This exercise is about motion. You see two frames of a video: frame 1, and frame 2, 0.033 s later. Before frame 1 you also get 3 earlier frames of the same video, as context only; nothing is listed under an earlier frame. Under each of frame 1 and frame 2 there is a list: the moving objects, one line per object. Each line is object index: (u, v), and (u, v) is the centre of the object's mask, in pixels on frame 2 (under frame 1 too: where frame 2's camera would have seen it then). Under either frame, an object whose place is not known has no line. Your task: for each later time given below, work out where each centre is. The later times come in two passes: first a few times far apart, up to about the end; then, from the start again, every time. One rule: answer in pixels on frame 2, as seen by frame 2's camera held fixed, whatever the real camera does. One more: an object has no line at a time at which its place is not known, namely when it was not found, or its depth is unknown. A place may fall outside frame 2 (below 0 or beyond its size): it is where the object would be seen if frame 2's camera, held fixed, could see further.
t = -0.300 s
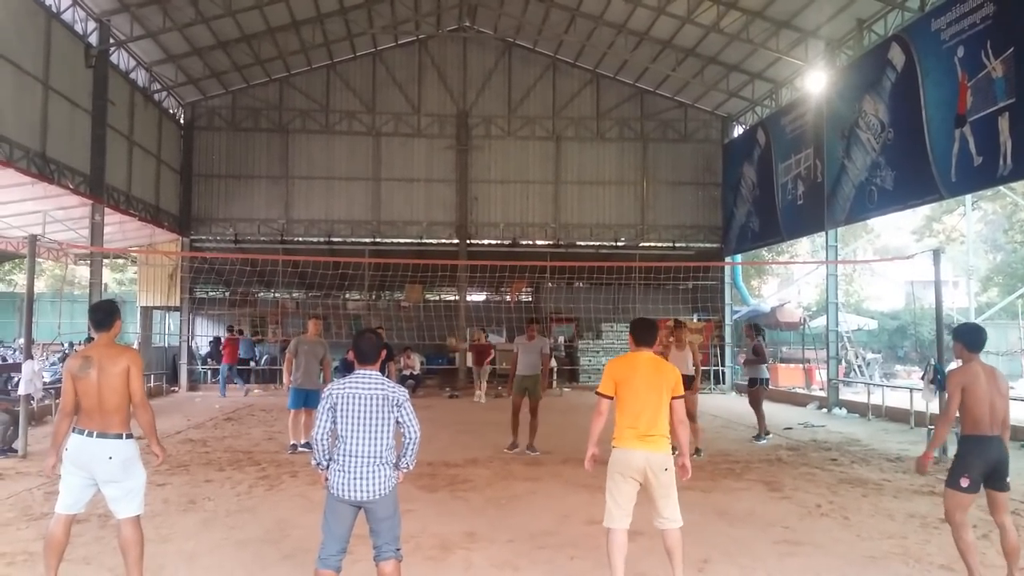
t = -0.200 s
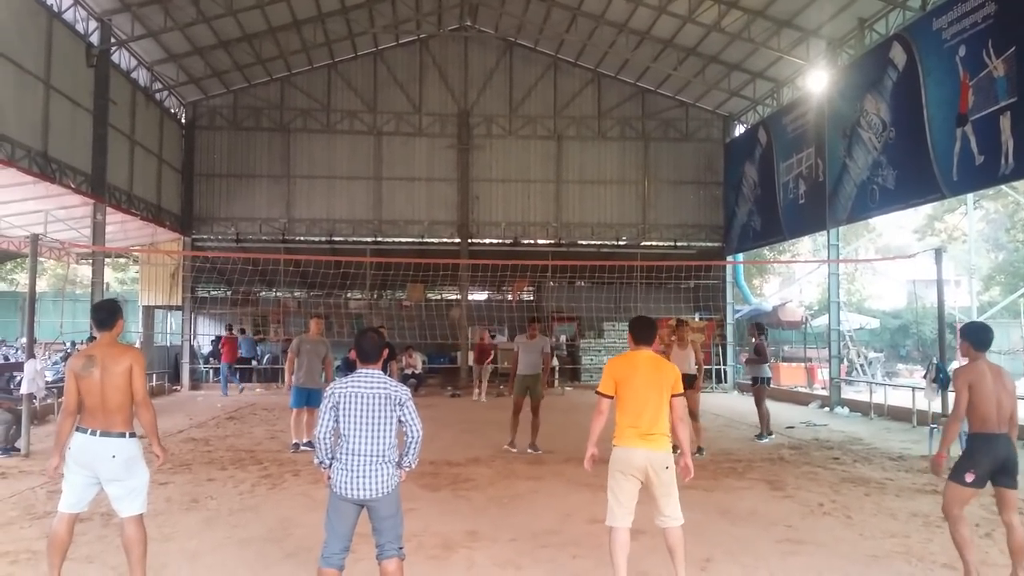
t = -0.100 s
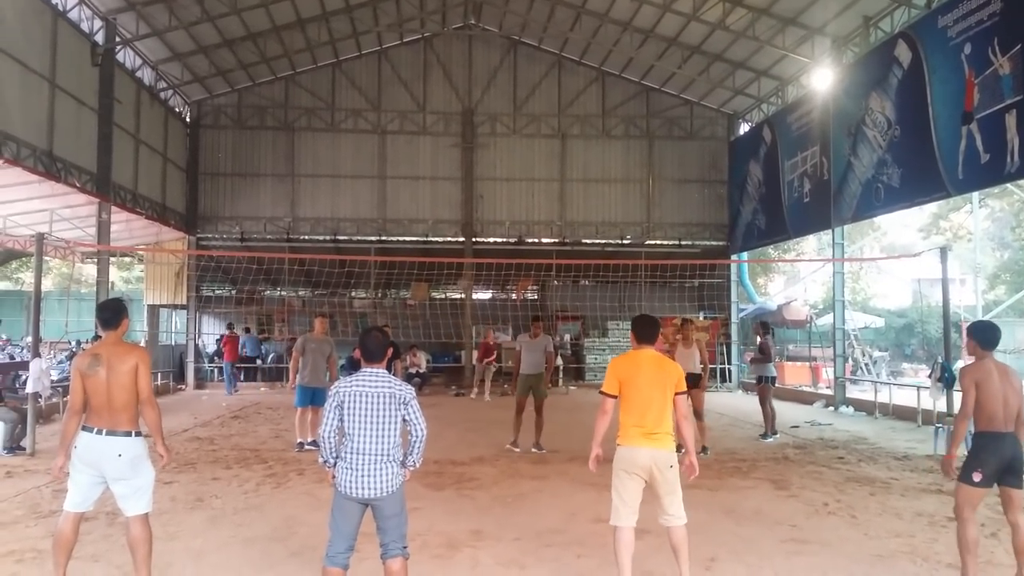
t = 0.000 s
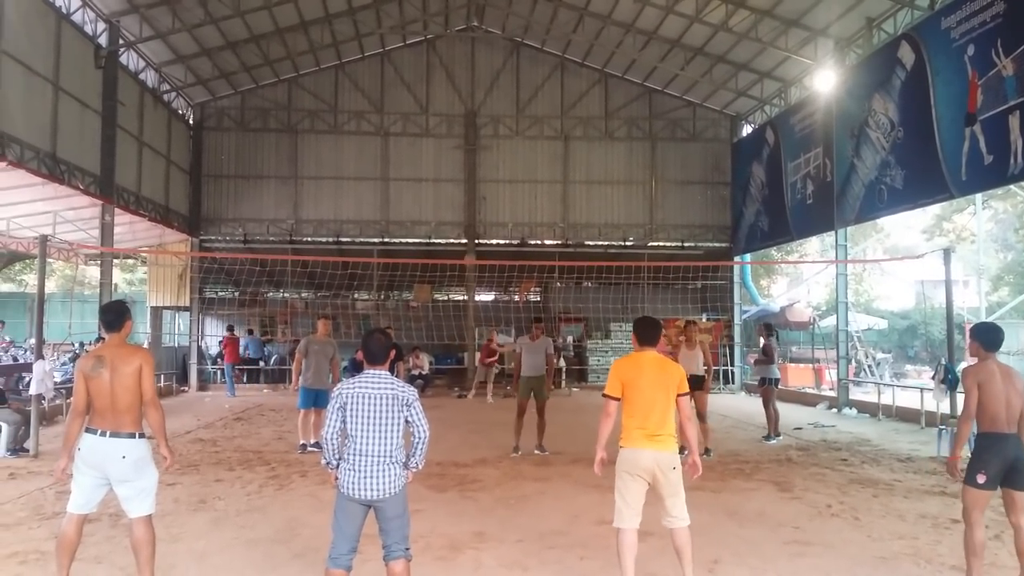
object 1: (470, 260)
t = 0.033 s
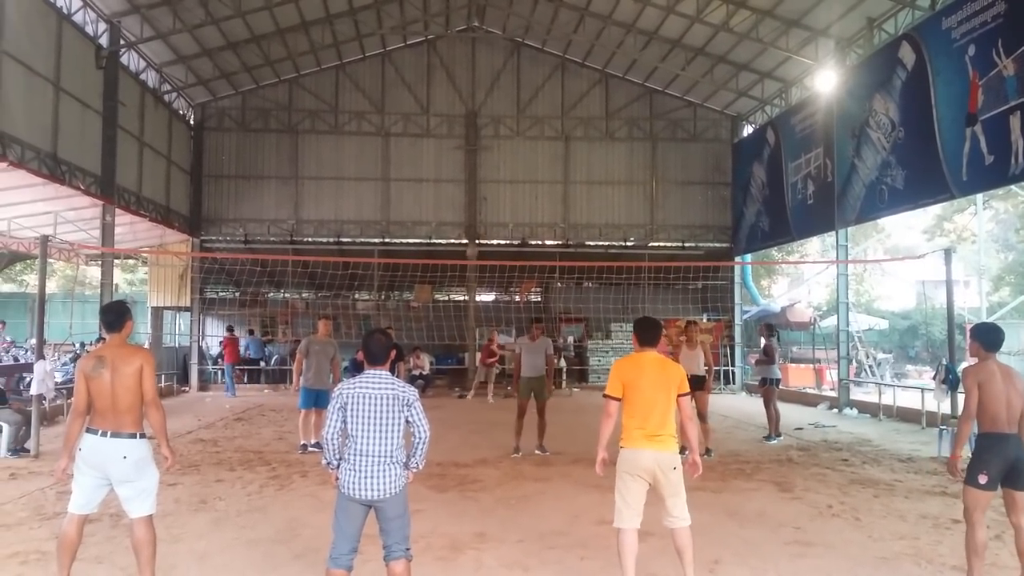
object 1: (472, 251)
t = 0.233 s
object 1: (482, 206)
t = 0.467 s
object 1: (504, 169)
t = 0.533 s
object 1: (509, 166)
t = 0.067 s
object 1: (473, 244)
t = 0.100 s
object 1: (477, 234)
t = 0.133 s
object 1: (478, 227)
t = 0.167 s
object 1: (479, 221)
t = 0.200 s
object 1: (481, 214)
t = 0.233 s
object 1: (482, 206)
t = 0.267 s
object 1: (487, 200)
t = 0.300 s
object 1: (489, 195)
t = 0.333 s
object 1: (492, 188)
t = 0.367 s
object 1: (495, 182)
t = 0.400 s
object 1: (497, 178)
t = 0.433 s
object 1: (501, 173)
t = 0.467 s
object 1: (504, 169)
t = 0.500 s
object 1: (507, 168)
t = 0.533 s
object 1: (509, 166)
